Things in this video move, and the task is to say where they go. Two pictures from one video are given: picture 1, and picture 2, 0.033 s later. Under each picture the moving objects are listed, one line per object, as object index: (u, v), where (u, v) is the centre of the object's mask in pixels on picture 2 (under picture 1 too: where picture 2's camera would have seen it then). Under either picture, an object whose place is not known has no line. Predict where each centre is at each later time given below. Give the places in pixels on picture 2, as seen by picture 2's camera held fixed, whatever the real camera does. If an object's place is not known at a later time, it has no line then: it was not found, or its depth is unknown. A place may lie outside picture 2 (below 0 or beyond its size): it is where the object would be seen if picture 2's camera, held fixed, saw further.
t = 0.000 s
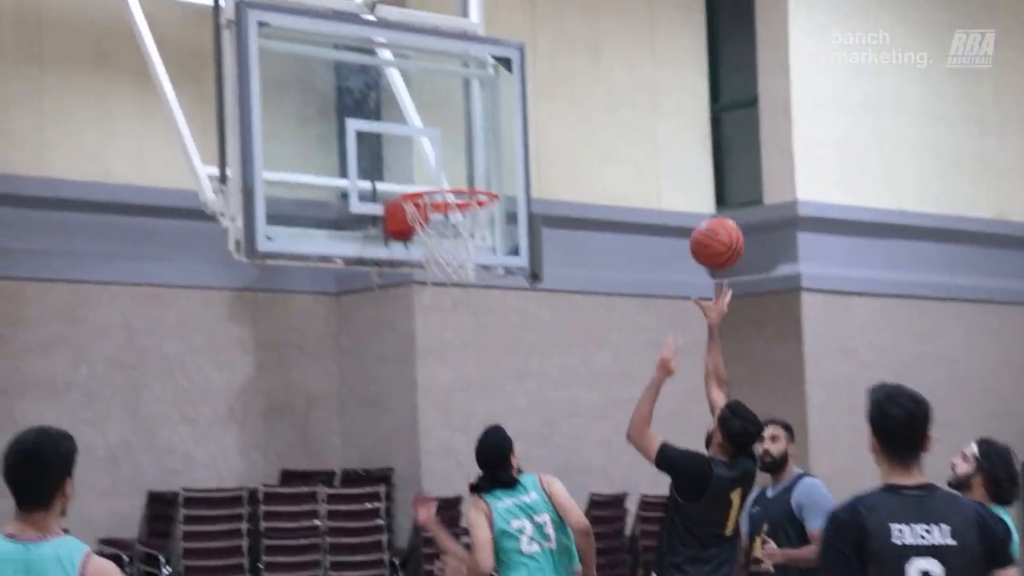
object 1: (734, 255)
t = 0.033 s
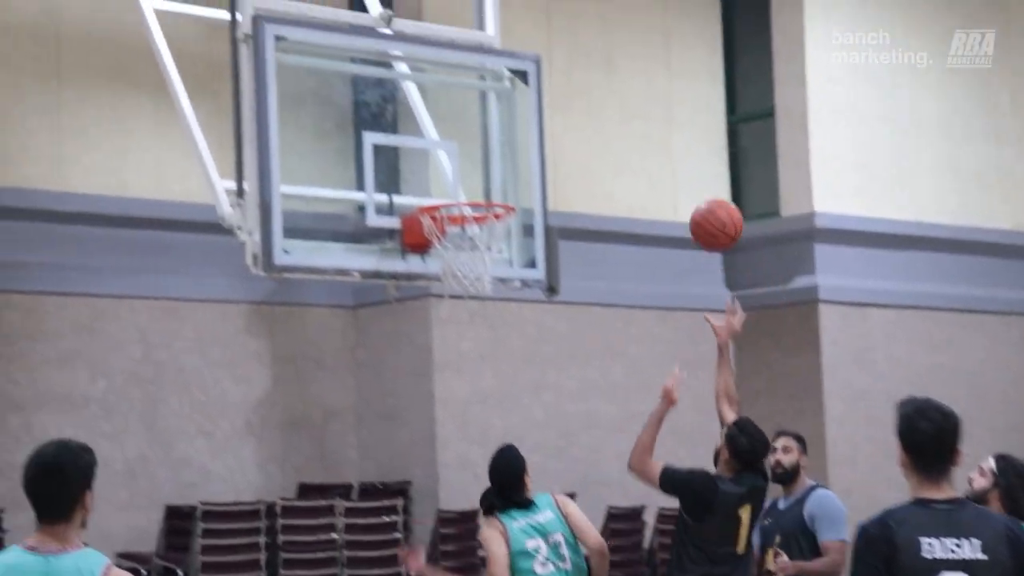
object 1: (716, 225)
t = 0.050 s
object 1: (708, 210)
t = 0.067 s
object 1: (699, 196)
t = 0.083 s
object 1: (691, 183)
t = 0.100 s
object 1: (683, 171)
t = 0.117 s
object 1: (675, 160)
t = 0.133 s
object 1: (667, 149)
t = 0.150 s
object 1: (658, 139)
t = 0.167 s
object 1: (651, 129)
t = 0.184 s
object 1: (643, 121)
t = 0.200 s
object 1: (635, 112)
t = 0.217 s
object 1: (627, 104)
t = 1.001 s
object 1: (486, 244)
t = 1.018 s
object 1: (489, 241)
